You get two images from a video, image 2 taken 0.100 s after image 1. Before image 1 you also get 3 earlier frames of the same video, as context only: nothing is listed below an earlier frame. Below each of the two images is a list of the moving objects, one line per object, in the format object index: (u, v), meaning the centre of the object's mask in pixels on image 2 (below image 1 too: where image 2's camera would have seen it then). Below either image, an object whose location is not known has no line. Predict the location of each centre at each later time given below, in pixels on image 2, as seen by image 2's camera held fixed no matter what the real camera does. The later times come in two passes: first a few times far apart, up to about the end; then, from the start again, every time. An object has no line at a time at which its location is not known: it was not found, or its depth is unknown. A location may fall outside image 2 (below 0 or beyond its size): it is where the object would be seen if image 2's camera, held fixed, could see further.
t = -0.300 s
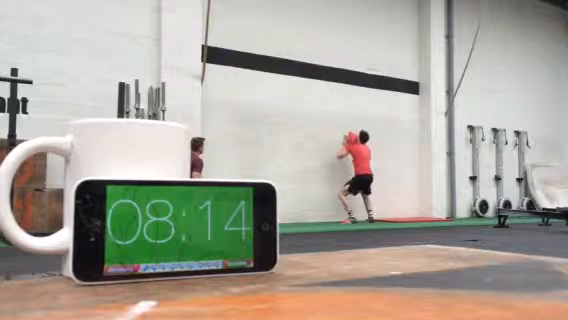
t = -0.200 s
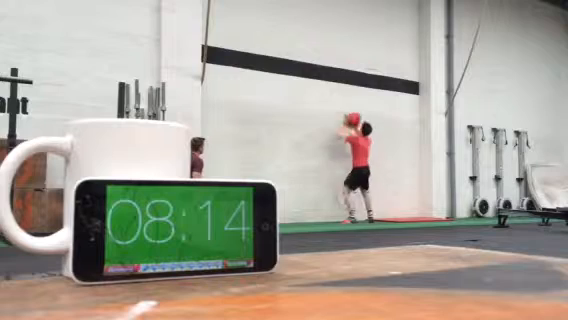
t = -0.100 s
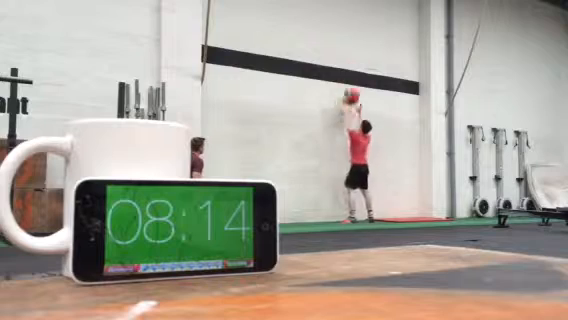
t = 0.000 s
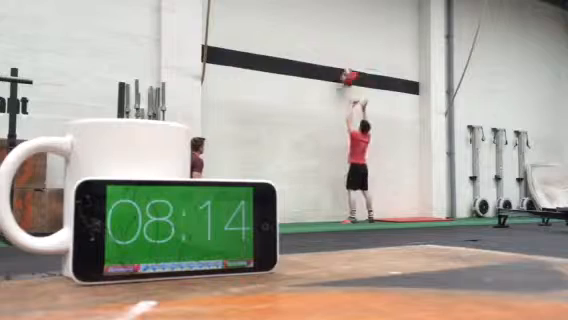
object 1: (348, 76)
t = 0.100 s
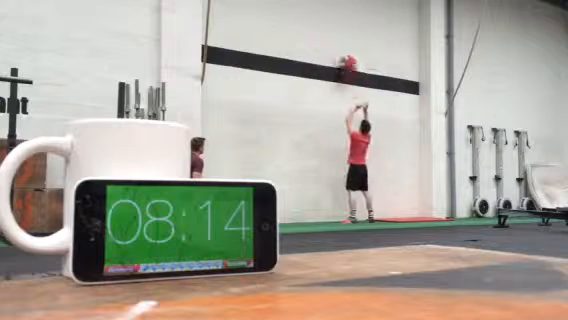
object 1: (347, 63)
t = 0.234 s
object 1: (345, 55)
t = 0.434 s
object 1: (347, 54)
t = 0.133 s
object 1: (346, 60)
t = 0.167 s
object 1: (346, 57)
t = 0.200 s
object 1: (345, 56)
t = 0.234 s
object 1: (345, 55)
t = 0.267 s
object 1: (345, 53)
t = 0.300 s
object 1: (345, 52)
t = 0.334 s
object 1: (345, 52)
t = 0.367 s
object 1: (346, 52)
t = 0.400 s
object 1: (347, 52)
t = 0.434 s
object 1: (347, 54)
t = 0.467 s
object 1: (347, 55)
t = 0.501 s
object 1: (347, 58)
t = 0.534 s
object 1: (348, 61)
